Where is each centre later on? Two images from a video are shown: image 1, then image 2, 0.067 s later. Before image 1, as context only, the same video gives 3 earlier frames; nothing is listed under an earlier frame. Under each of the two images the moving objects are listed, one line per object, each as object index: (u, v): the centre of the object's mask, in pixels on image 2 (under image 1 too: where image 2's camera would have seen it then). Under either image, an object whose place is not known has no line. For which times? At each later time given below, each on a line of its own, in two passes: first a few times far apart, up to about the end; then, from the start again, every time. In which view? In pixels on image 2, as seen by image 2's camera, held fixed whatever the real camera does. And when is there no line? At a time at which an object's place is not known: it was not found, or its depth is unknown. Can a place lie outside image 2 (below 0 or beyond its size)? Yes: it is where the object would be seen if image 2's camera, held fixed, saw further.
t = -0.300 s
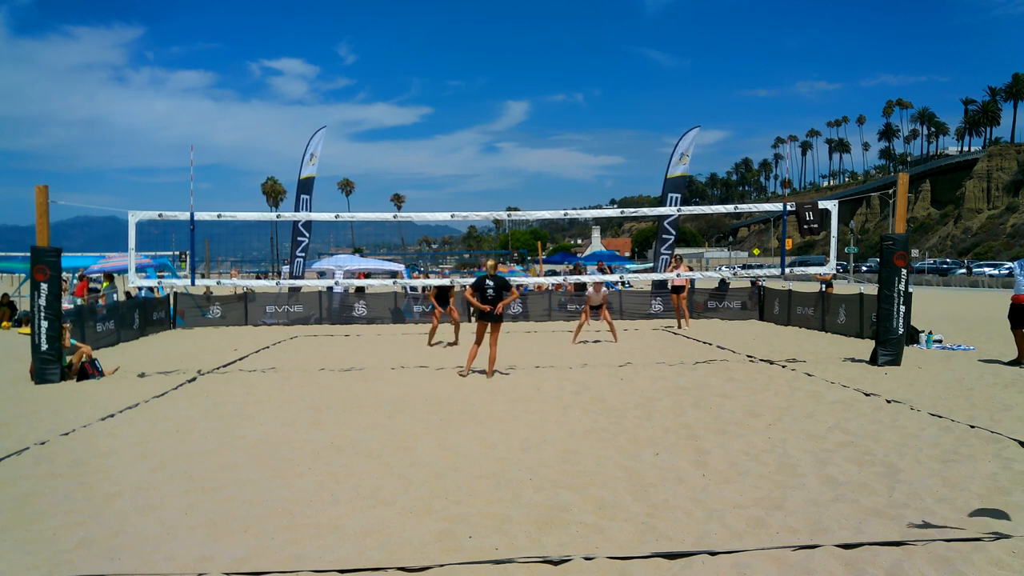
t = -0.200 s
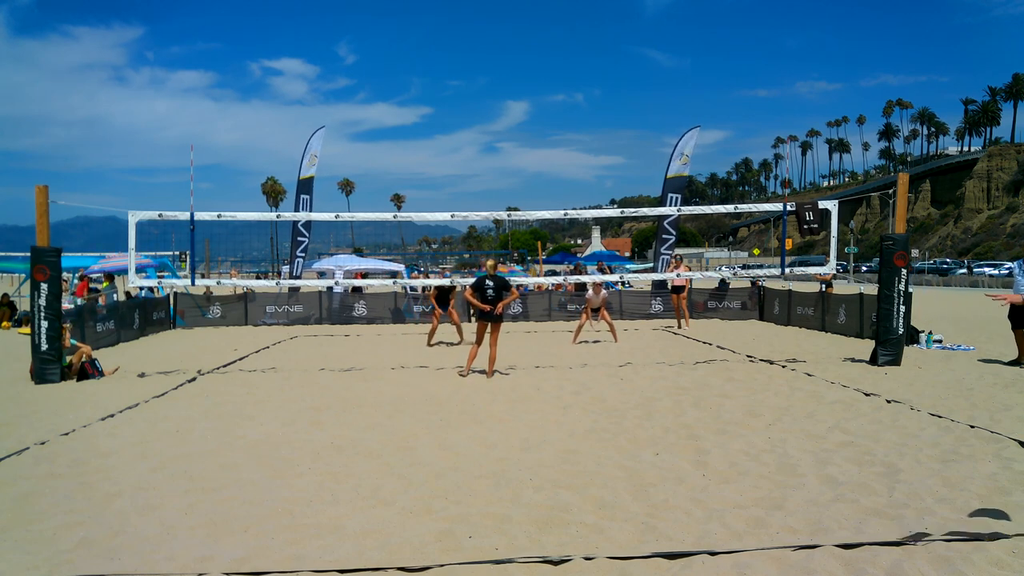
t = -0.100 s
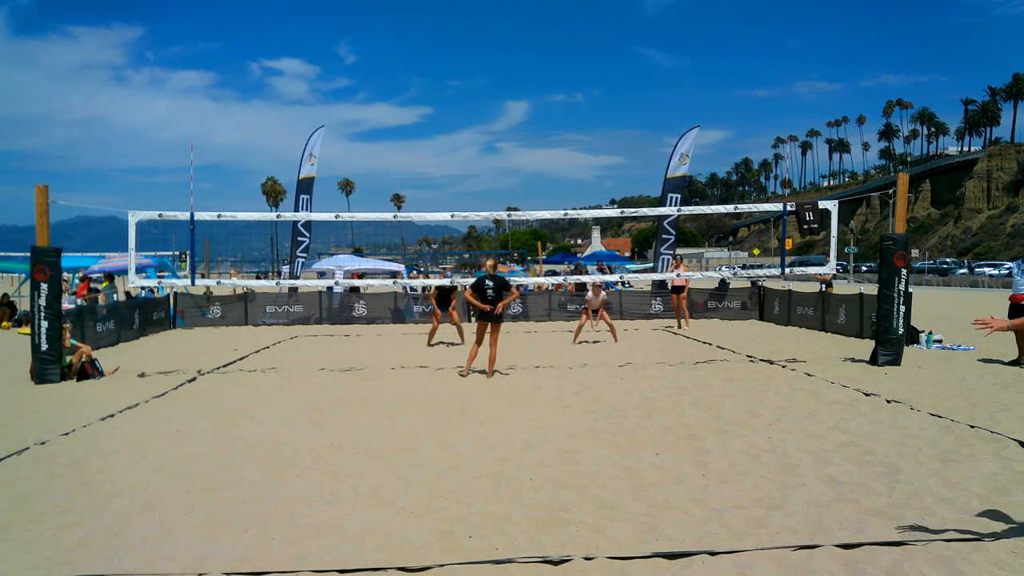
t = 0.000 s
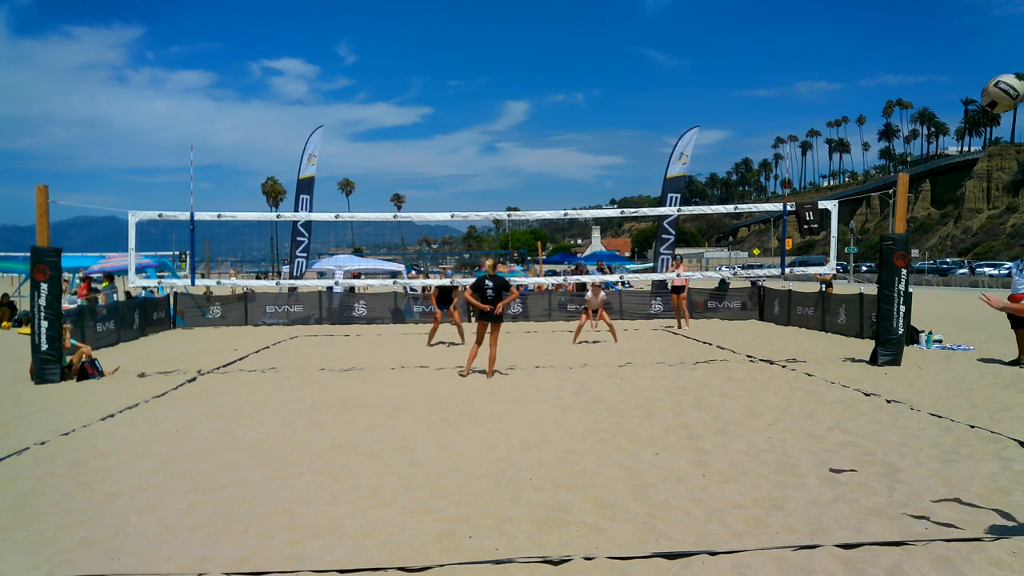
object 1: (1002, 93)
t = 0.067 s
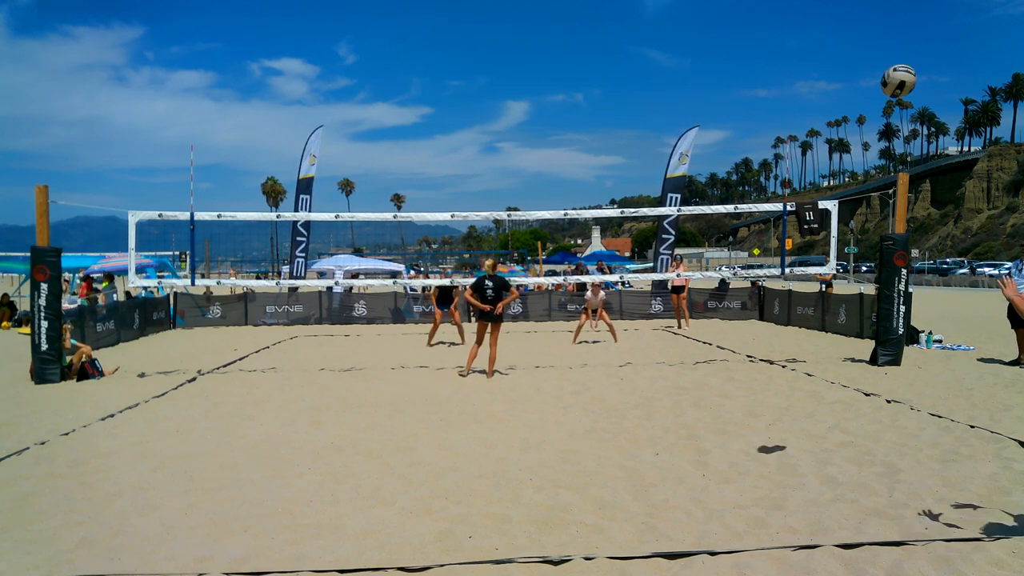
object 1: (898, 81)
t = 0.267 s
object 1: (708, 82)
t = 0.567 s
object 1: (566, 133)
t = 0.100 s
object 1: (857, 78)
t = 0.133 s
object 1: (820, 76)
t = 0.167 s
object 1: (787, 75)
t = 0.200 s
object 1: (758, 76)
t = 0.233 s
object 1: (732, 79)
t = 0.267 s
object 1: (708, 82)
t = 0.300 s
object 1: (686, 85)
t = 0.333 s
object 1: (666, 90)
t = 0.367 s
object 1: (648, 95)
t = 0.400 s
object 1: (631, 100)
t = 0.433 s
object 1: (616, 106)
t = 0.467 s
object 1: (602, 113)
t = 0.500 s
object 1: (589, 119)
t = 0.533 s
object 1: (577, 126)
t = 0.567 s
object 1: (566, 133)
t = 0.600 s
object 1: (556, 140)
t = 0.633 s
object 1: (547, 148)
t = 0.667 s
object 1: (540, 157)
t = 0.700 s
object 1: (533, 165)
